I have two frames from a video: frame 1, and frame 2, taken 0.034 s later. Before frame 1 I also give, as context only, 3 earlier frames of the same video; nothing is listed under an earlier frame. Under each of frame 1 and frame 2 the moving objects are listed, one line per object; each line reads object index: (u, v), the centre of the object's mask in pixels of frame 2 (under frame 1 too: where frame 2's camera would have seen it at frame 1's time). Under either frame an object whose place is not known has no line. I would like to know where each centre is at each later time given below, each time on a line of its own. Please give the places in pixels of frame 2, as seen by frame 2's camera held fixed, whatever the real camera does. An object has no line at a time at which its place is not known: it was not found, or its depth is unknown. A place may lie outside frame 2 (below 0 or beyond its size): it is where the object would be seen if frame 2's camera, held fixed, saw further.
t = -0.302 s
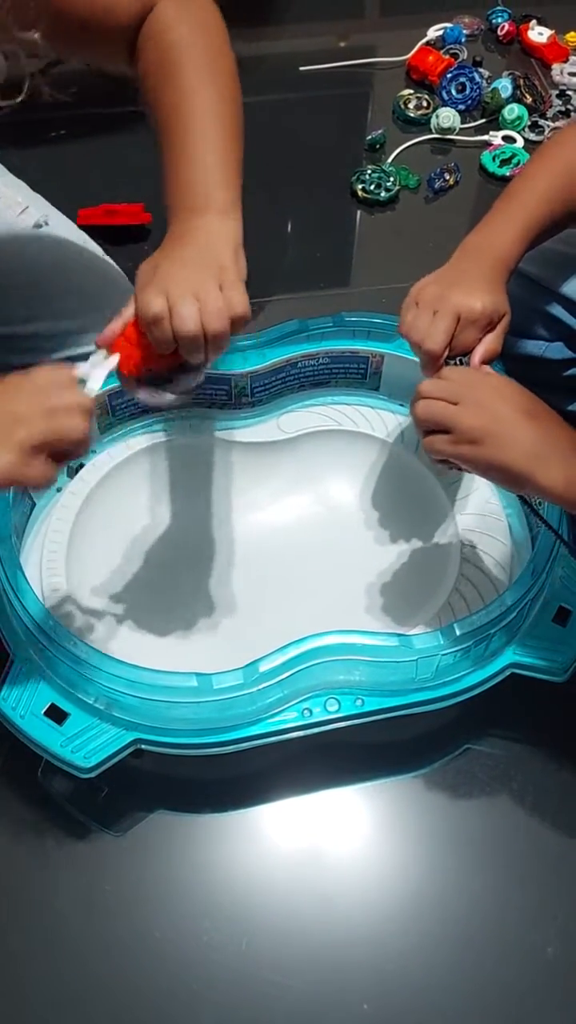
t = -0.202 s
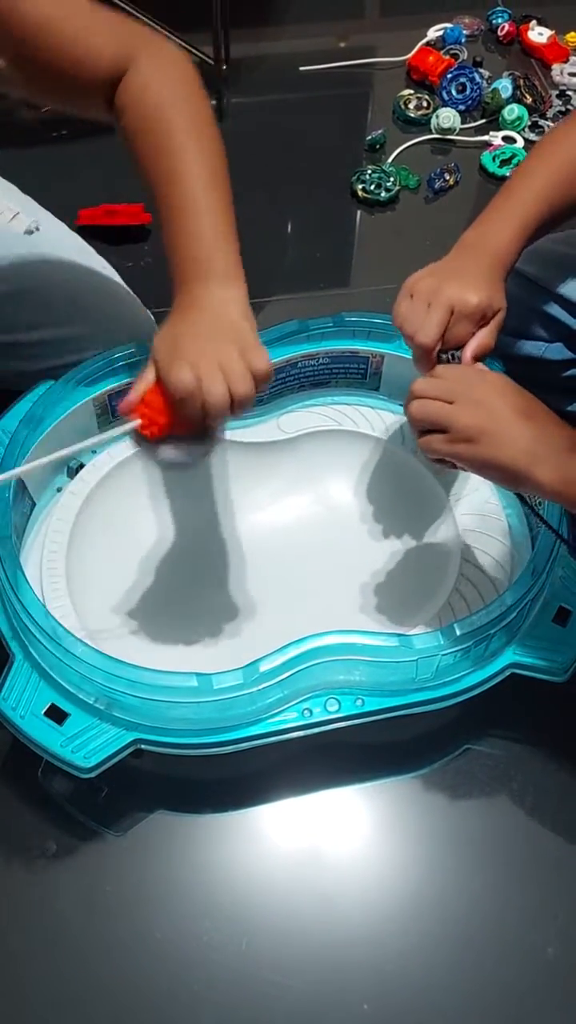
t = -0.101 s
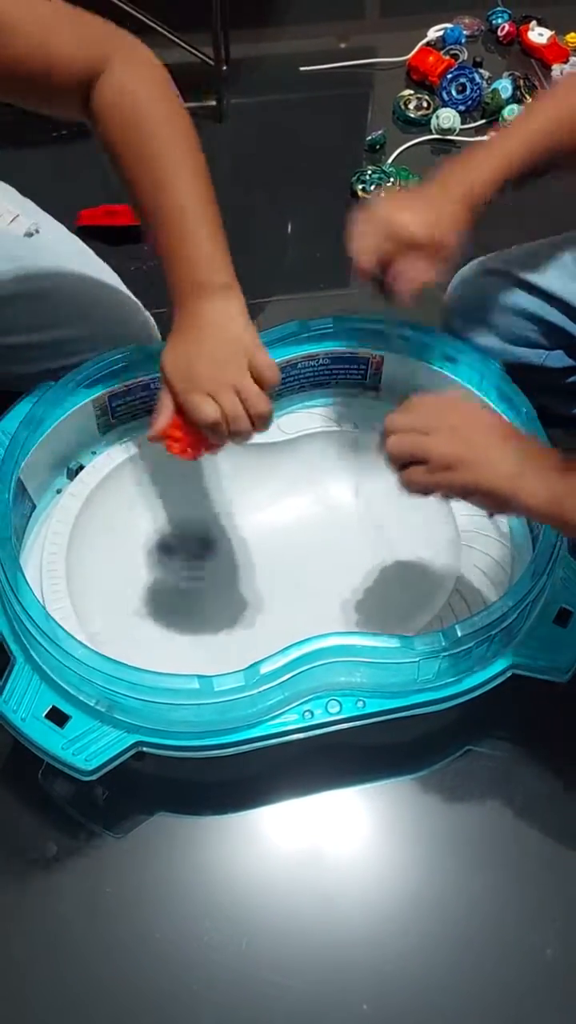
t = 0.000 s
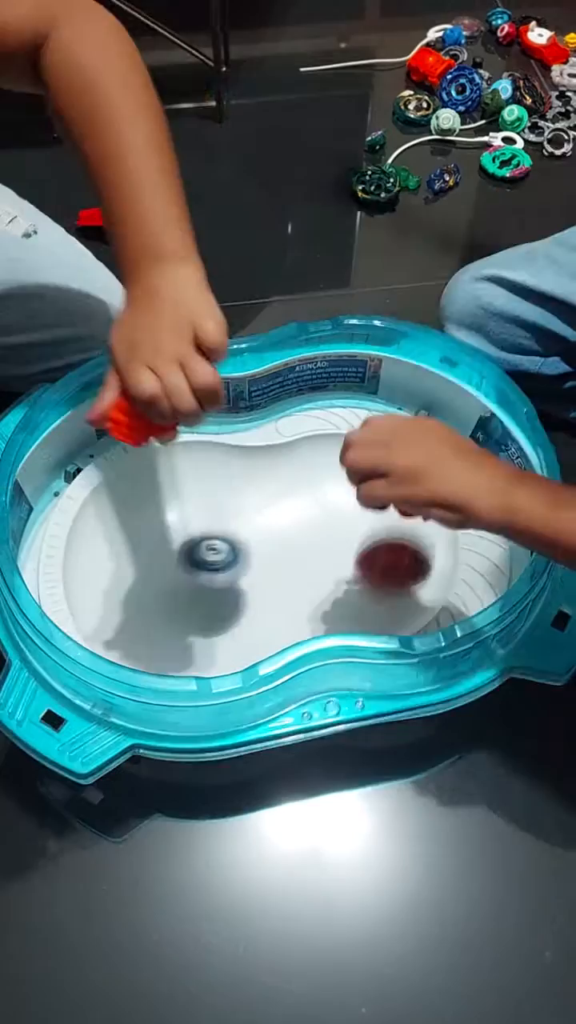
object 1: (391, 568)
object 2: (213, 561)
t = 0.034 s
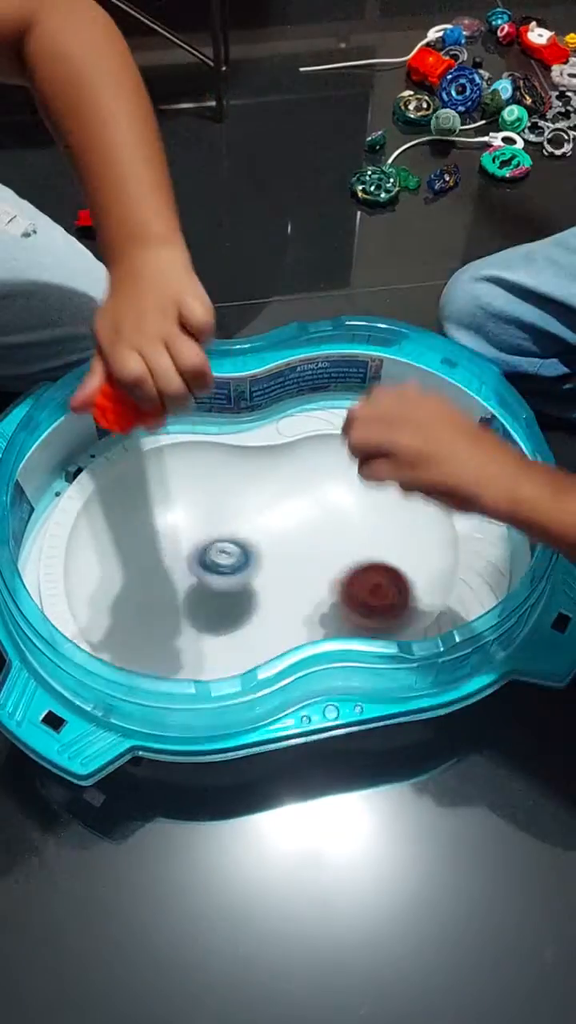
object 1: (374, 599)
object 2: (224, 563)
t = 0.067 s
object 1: (342, 590)
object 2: (233, 585)
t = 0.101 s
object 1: (315, 577)
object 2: (242, 587)
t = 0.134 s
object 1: (297, 583)
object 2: (234, 585)
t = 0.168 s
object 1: (303, 594)
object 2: (215, 584)
